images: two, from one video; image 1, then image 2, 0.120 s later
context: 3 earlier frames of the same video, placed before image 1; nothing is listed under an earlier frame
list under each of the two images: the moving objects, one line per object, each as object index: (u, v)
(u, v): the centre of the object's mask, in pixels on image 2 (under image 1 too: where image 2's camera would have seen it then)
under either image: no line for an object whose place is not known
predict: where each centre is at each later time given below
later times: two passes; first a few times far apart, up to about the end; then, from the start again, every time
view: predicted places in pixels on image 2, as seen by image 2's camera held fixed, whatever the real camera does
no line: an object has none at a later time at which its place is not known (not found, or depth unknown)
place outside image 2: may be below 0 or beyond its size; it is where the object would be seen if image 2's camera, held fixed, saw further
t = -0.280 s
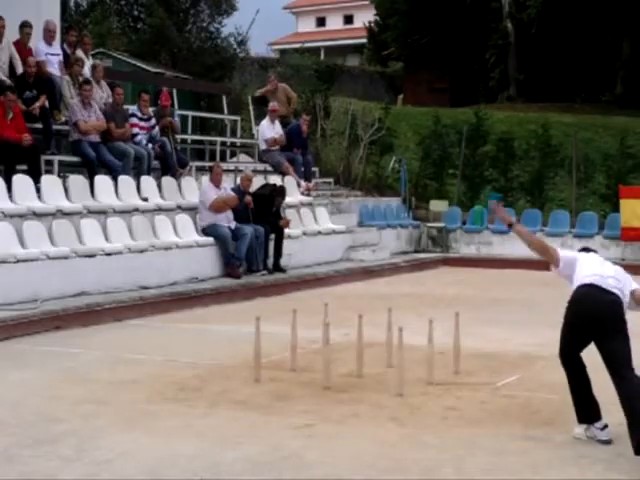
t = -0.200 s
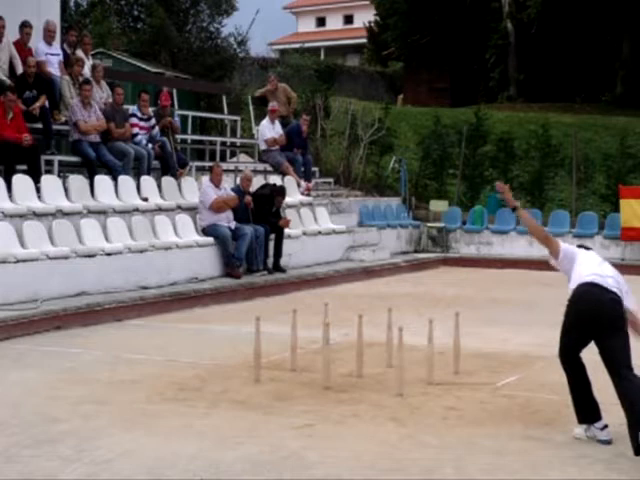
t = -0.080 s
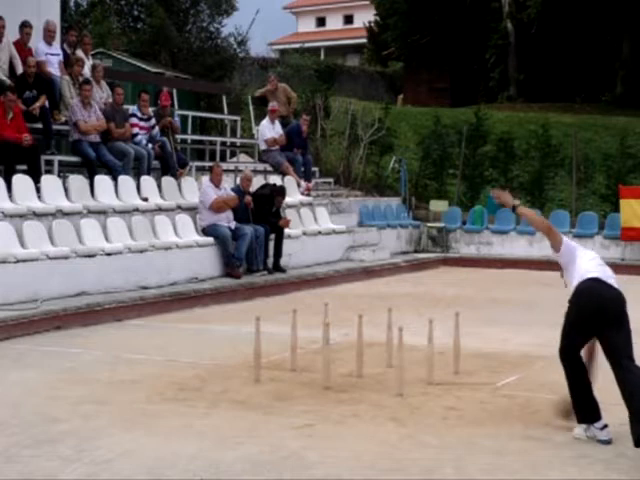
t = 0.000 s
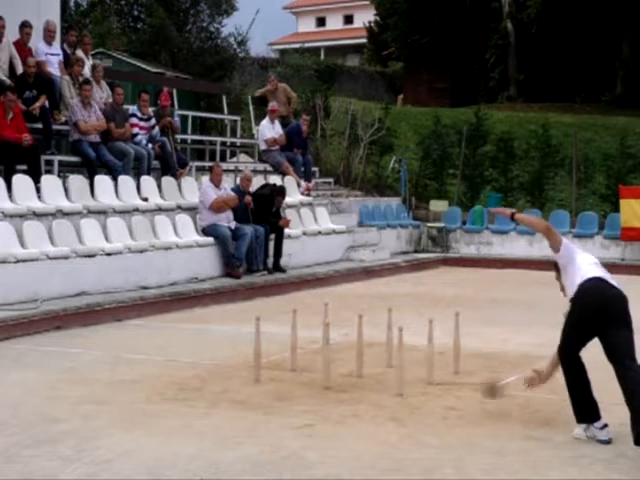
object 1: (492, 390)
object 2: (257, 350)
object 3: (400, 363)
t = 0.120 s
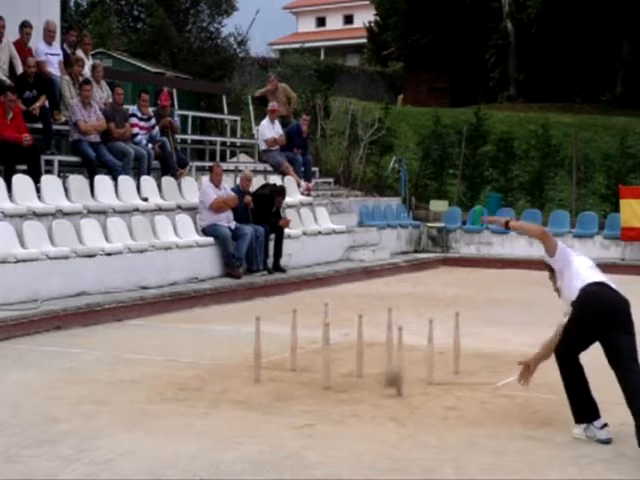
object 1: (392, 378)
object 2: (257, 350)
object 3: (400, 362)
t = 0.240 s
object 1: (319, 372)
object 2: (257, 350)
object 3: (388, 346)
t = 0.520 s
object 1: (240, 366)
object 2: (197, 348)
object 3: (384, 362)
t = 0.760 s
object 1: (213, 360)
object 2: (117, 371)
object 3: (382, 361)
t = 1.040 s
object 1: (186, 354)
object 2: (71, 370)
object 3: (391, 360)
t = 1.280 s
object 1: (165, 350)
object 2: (61, 370)
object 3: (392, 360)
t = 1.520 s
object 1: (147, 346)
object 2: (61, 370)
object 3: (392, 360)
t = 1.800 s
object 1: (127, 341)
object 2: (60, 370)
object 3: (392, 360)
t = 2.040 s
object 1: (112, 338)
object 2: (60, 370)
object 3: (392, 360)
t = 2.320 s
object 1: (96, 336)
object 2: (60, 370)
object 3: (392, 360)
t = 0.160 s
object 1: (362, 381)
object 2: (257, 350)
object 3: (395, 354)
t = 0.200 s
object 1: (336, 381)
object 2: (257, 350)
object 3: (392, 350)
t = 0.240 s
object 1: (319, 372)
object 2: (257, 350)
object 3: (388, 346)
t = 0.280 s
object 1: (303, 363)
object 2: (257, 350)
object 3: (386, 346)
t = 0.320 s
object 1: (288, 362)
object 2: (257, 350)
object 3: (383, 347)
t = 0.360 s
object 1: (272, 362)
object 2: (257, 350)
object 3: (382, 350)
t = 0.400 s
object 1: (262, 363)
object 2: (248, 342)
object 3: (380, 358)
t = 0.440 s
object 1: (253, 366)
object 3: (378, 363)
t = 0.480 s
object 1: (246, 367)
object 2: (214, 346)
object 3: (379, 365)
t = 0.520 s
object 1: (240, 366)
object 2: (197, 348)
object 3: (384, 362)
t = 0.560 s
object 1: (235, 365)
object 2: (179, 352)
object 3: (384, 357)
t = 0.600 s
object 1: (231, 364)
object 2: (167, 359)
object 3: (384, 353)
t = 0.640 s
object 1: (226, 363)
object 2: (153, 363)
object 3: (385, 352)
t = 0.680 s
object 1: (222, 363)
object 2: (141, 368)
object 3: (386, 352)
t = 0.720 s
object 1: (217, 362)
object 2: (125, 373)
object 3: (386, 353)
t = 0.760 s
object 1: (213, 360)
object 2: (117, 371)
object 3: (382, 361)
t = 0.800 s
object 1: (209, 360)
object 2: (109, 370)
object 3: (389, 360)
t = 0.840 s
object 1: (205, 359)
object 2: (102, 371)
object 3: (390, 361)
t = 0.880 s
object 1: (201, 358)
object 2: (93, 371)
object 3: (390, 361)
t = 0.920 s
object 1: (197, 357)
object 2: (86, 370)
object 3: (390, 360)
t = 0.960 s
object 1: (193, 356)
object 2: (79, 370)
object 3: (391, 361)
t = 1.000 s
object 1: (189, 355)
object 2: (75, 371)
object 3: (391, 360)
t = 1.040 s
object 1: (186, 354)
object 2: (71, 370)
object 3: (391, 360)
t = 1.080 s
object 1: (182, 354)
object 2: (68, 371)
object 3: (391, 360)
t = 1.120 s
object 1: (178, 353)
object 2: (64, 370)
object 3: (392, 360)
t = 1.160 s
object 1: (174, 353)
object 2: (62, 370)
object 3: (392, 360)
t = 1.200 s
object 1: (171, 351)
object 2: (61, 370)
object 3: (392, 360)
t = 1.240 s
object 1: (168, 350)
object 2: (61, 370)
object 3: (392, 360)
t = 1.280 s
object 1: (165, 350)
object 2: (61, 370)
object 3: (392, 360)
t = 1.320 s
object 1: (161, 349)
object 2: (61, 370)
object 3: (392, 360)
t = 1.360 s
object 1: (158, 348)
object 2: (61, 370)
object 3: (392, 360)
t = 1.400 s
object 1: (155, 347)
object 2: (60, 369)
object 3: (392, 360)
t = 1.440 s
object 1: (152, 346)
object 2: (60, 370)
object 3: (392, 360)
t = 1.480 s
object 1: (150, 346)
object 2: (61, 370)
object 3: (392, 360)
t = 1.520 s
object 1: (147, 346)
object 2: (61, 370)
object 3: (392, 360)
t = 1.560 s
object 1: (144, 345)
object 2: (61, 370)
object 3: (392, 360)
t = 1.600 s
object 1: (141, 344)
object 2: (61, 370)
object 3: (392, 360)
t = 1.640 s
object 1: (139, 343)
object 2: (60, 370)
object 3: (392, 360)
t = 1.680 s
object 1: (135, 343)
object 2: (60, 370)
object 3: (392, 360)
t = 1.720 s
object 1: (133, 343)
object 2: (60, 370)
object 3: (392, 360)
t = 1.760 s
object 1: (130, 341)
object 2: (60, 370)
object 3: (392, 360)
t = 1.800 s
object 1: (127, 341)
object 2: (60, 370)
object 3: (392, 360)
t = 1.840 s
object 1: (125, 341)
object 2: (60, 370)
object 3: (392, 360)
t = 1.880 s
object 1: (122, 341)
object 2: (60, 370)
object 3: (392, 360)
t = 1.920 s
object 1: (119, 340)
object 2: (60, 370)
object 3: (392, 360)
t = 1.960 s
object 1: (117, 339)
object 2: (60, 370)
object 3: (392, 360)
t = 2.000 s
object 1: (114, 339)
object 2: (60, 370)
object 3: (392, 360)
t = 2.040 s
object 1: (112, 338)
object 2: (60, 370)
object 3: (392, 360)
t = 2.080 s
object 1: (110, 338)
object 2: (60, 370)
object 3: (392, 360)
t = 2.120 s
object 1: (108, 338)
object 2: (60, 370)
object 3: (392, 360)
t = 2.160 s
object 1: (105, 337)
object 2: (60, 370)
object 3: (392, 360)
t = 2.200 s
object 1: (103, 337)
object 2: (60, 370)
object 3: (392, 360)
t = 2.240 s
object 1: (101, 336)
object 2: (60, 370)
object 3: (392, 360)
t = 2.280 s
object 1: (98, 336)
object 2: (60, 370)
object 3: (392, 360)
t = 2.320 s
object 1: (96, 336)
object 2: (60, 370)
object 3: (392, 360)
